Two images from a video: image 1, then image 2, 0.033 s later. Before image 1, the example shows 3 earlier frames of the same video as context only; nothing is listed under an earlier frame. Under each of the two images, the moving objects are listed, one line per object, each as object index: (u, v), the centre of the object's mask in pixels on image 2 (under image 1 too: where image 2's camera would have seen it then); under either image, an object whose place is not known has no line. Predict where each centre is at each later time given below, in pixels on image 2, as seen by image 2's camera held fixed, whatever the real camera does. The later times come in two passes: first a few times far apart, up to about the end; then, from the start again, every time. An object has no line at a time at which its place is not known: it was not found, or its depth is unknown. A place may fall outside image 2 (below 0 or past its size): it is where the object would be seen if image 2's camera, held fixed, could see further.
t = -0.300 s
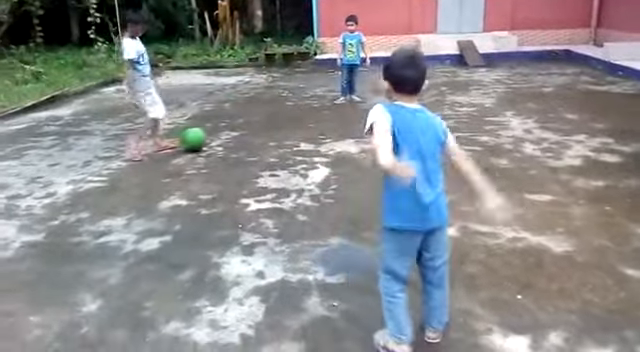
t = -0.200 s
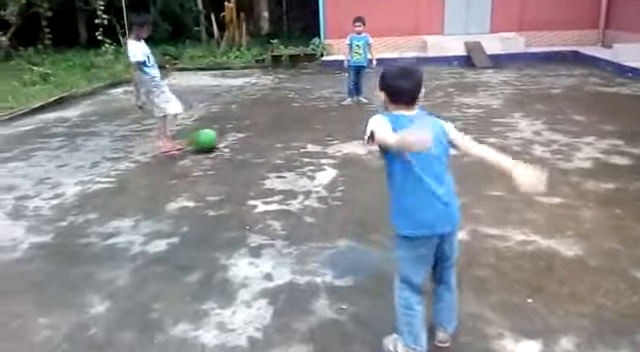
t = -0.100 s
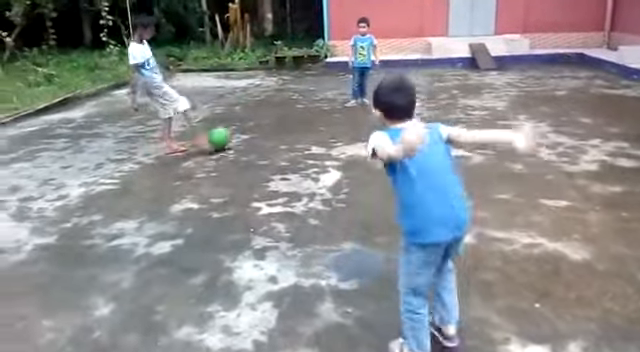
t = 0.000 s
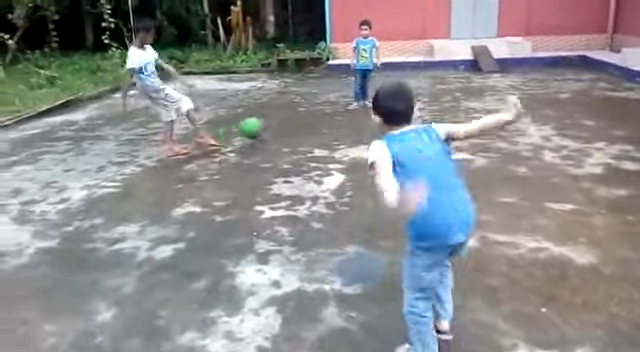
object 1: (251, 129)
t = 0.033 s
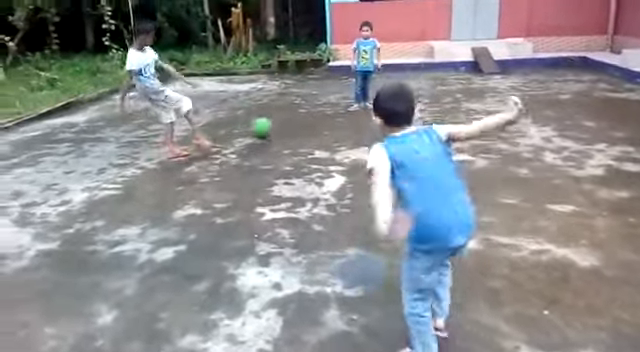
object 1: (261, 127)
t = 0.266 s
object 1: (311, 122)
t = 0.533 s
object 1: (350, 119)
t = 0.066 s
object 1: (270, 127)
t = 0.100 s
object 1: (279, 127)
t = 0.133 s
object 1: (288, 129)
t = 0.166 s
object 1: (294, 129)
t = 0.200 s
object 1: (300, 126)
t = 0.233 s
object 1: (304, 123)
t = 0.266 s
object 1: (311, 122)
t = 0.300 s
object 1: (316, 121)
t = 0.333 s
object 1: (322, 122)
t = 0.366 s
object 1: (327, 122)
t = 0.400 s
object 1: (332, 120)
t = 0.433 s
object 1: (336, 119)
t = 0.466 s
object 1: (341, 118)
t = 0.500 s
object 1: (346, 119)
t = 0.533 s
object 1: (350, 119)
